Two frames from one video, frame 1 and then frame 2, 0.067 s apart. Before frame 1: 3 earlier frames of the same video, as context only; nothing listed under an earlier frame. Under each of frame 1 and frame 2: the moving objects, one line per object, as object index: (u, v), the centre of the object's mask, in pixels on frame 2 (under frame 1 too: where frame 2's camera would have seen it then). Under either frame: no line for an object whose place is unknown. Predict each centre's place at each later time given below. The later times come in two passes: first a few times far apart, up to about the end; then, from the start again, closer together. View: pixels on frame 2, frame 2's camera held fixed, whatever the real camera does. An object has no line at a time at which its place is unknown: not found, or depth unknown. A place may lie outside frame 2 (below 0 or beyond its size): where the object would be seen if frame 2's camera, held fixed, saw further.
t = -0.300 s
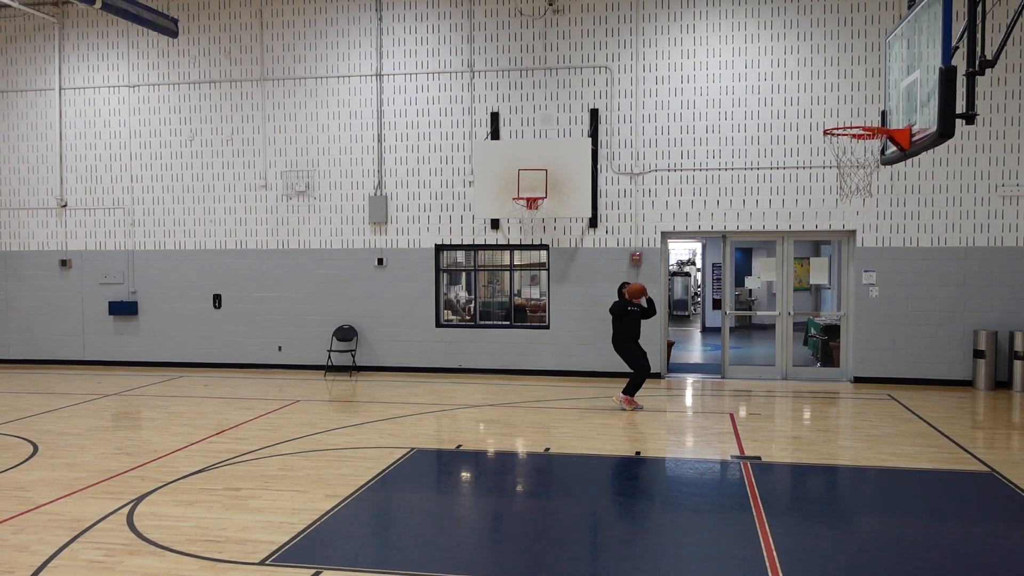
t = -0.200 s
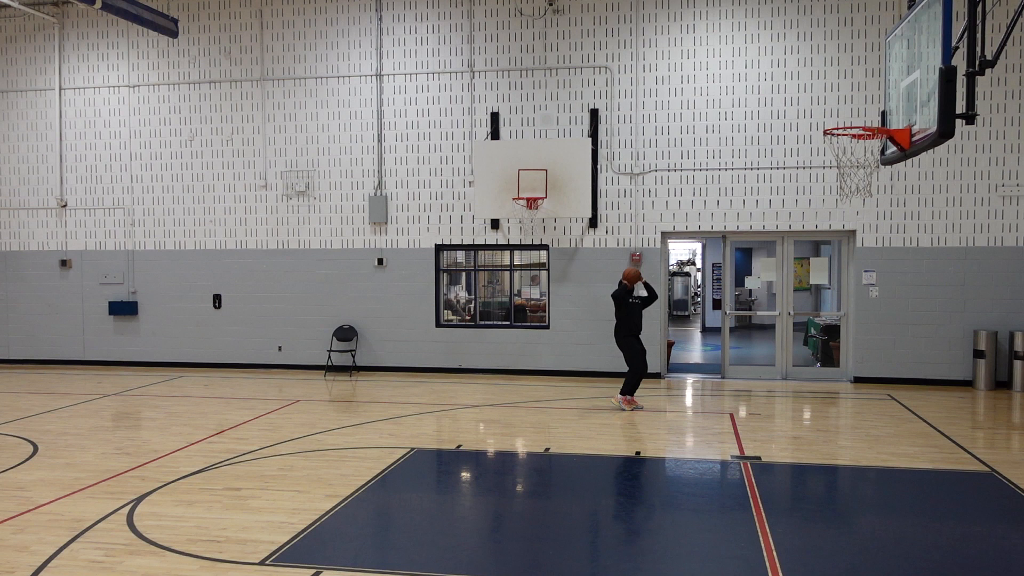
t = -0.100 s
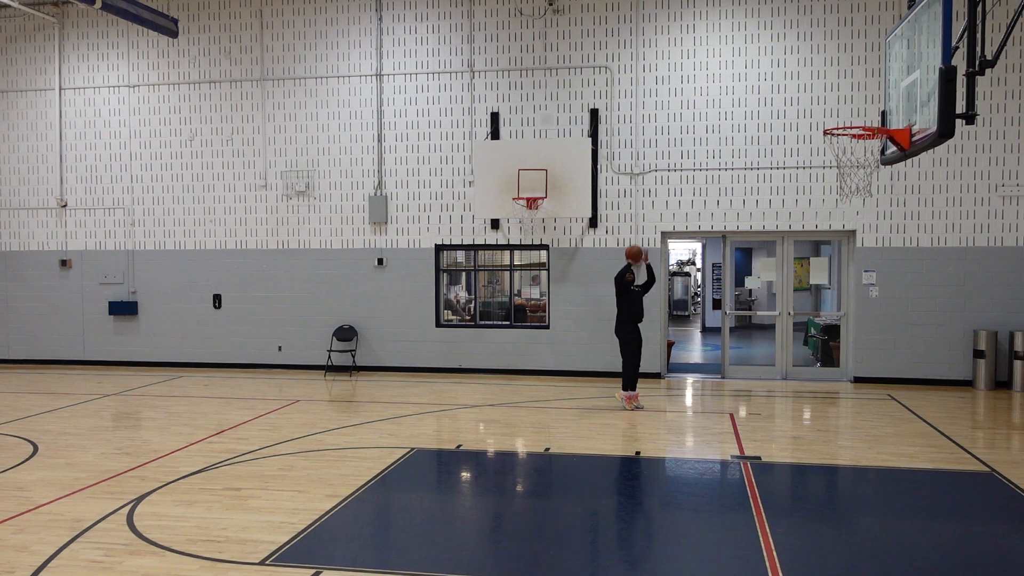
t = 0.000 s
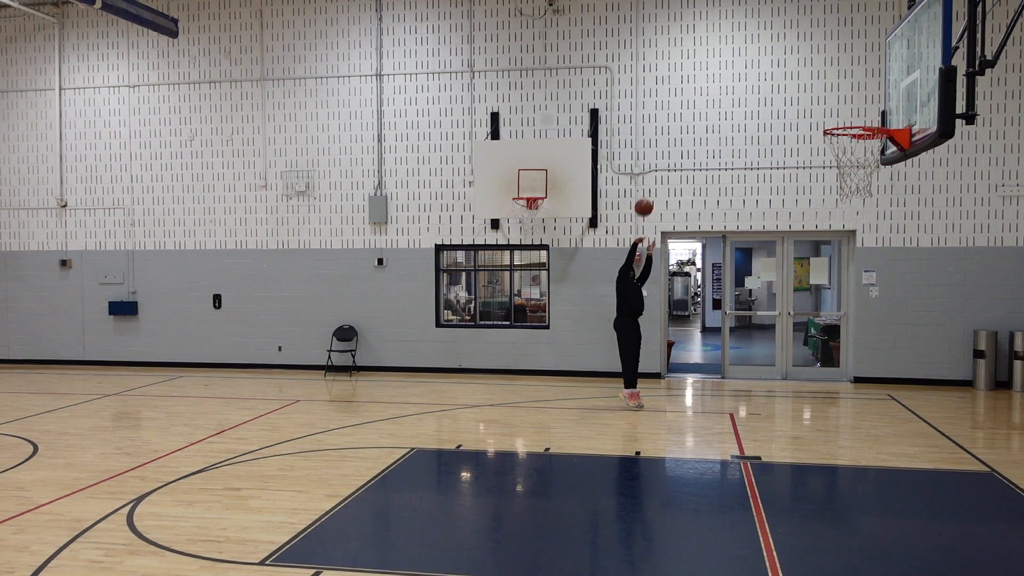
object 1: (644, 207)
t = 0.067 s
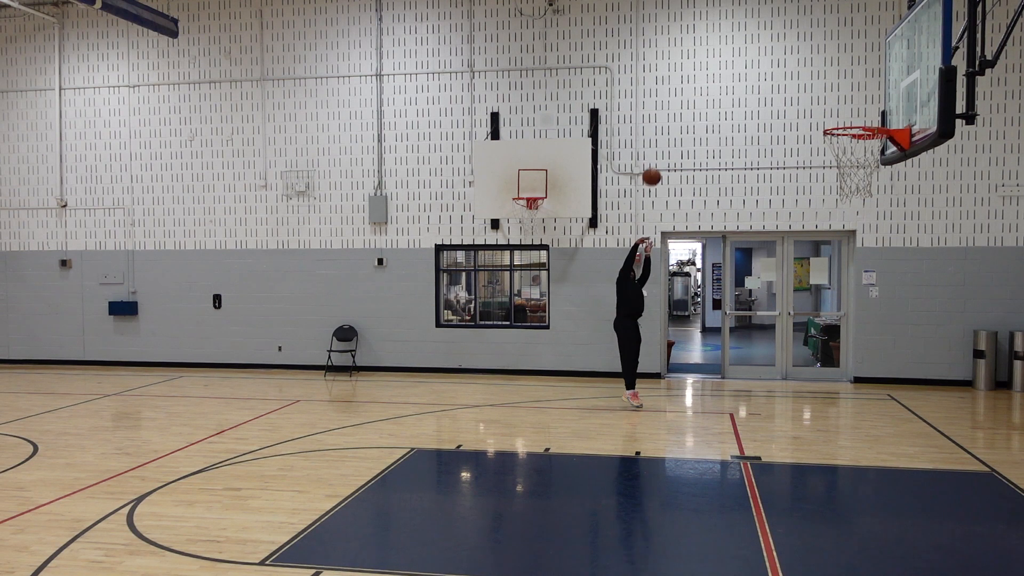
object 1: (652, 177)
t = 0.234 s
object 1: (673, 108)
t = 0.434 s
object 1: (701, 46)
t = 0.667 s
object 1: (740, 10)
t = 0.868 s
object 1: (778, 18)
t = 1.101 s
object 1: (831, 90)
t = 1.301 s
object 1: (878, 196)
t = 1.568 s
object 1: (931, 381)
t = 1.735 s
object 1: (968, 560)
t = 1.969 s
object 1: (964, 393)
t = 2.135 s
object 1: (960, 318)
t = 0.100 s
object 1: (656, 162)
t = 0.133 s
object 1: (660, 148)
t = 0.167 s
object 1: (664, 134)
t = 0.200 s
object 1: (669, 121)
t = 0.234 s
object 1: (673, 108)
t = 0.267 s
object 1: (678, 96)
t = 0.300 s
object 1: (682, 85)
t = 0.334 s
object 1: (687, 75)
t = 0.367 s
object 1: (692, 64)
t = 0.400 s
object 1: (697, 55)
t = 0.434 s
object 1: (701, 46)
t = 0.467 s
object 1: (707, 38)
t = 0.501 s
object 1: (712, 31)
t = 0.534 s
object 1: (717, 25)
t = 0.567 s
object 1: (723, 20)
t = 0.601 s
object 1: (728, 15)
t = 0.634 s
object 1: (734, 12)
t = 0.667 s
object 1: (740, 10)
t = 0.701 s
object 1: (745, 9)
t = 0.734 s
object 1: (752, 9)
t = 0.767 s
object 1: (758, 10)
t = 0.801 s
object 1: (764, 11)
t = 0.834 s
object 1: (771, 13)
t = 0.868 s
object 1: (778, 18)
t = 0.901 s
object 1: (785, 24)
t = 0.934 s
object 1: (792, 31)
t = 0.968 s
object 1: (799, 39)
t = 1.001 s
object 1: (807, 50)
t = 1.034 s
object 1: (815, 61)
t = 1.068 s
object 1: (823, 74)
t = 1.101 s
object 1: (831, 90)
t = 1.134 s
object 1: (839, 106)
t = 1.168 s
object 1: (848, 120)
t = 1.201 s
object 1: (858, 146)
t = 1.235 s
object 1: (866, 168)
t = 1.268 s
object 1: (872, 182)
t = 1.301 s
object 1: (878, 196)
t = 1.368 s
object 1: (891, 231)
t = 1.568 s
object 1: (931, 381)
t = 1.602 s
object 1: (938, 413)
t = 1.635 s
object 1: (945, 447)
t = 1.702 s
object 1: (960, 522)
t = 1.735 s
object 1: (968, 560)
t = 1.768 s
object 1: (968, 534)
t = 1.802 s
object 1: (967, 507)
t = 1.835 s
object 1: (967, 481)
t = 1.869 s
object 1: (966, 456)
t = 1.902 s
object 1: (966, 433)
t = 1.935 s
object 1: (965, 412)
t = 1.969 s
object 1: (964, 393)
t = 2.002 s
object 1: (963, 375)
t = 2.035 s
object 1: (963, 358)
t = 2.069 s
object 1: (962, 343)
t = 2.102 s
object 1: (961, 330)
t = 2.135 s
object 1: (960, 318)
